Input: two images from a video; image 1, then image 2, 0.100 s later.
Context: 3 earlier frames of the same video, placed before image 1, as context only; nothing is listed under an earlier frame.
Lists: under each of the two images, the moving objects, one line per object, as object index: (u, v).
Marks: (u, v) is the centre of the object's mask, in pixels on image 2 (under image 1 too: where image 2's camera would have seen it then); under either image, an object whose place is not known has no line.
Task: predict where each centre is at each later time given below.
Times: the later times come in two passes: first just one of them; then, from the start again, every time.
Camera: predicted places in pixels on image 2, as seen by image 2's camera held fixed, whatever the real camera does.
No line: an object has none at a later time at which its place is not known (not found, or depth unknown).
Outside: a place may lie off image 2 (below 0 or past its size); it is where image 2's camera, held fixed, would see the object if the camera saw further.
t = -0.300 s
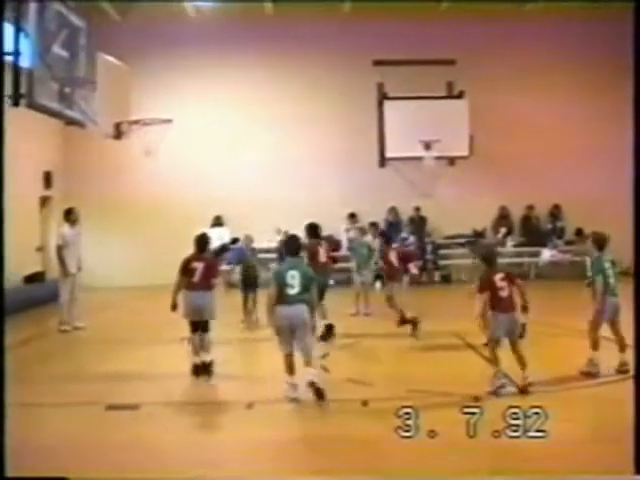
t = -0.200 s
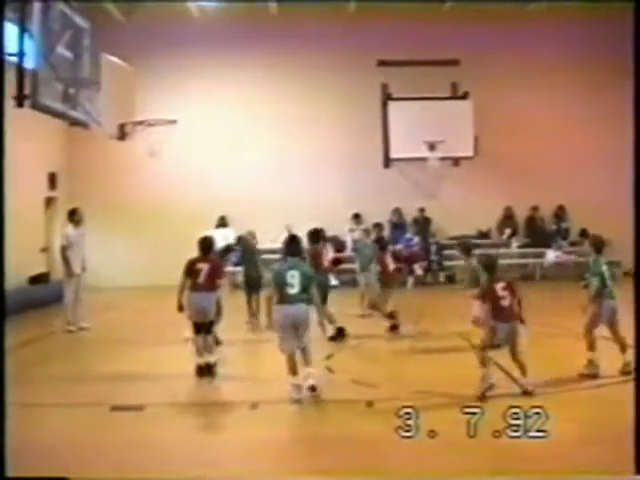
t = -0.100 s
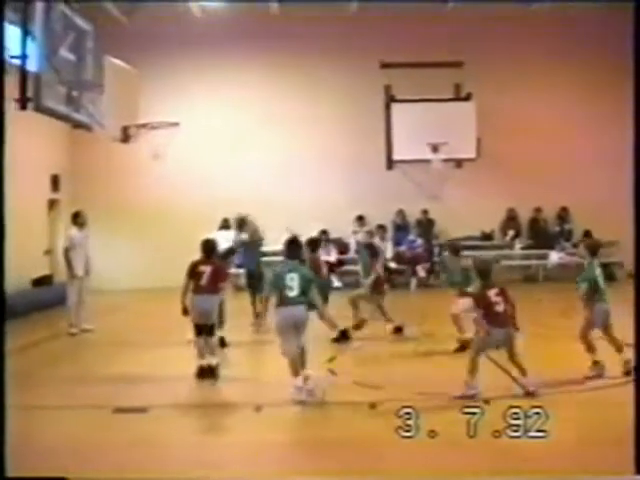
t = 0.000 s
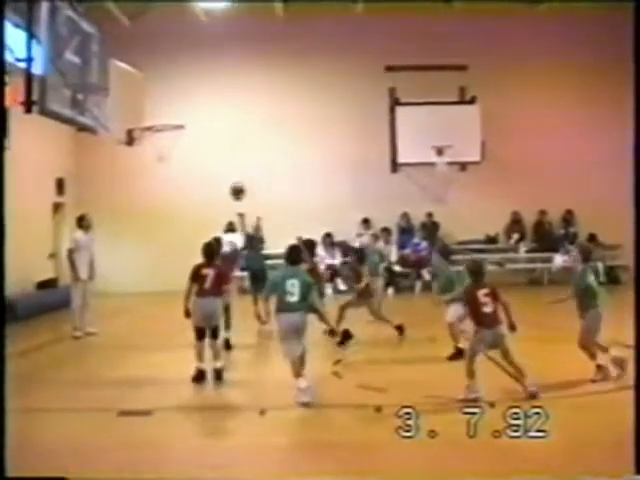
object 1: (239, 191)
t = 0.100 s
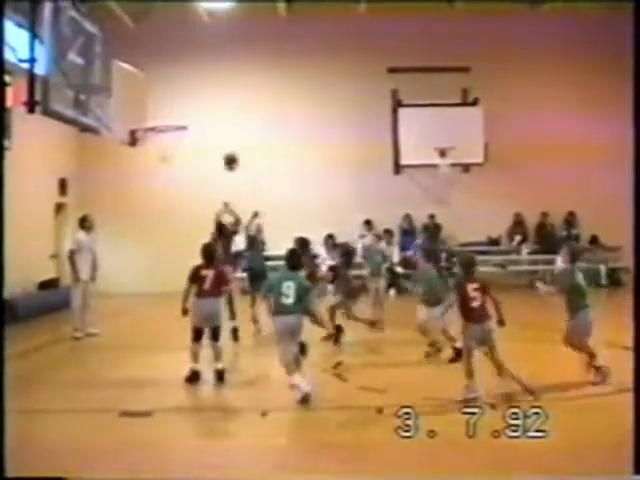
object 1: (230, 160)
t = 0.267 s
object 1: (214, 120)
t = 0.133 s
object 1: (227, 151)
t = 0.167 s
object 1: (224, 143)
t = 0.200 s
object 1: (221, 134)
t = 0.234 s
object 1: (217, 127)
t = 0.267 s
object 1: (214, 120)
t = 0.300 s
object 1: (211, 114)
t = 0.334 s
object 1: (207, 110)
